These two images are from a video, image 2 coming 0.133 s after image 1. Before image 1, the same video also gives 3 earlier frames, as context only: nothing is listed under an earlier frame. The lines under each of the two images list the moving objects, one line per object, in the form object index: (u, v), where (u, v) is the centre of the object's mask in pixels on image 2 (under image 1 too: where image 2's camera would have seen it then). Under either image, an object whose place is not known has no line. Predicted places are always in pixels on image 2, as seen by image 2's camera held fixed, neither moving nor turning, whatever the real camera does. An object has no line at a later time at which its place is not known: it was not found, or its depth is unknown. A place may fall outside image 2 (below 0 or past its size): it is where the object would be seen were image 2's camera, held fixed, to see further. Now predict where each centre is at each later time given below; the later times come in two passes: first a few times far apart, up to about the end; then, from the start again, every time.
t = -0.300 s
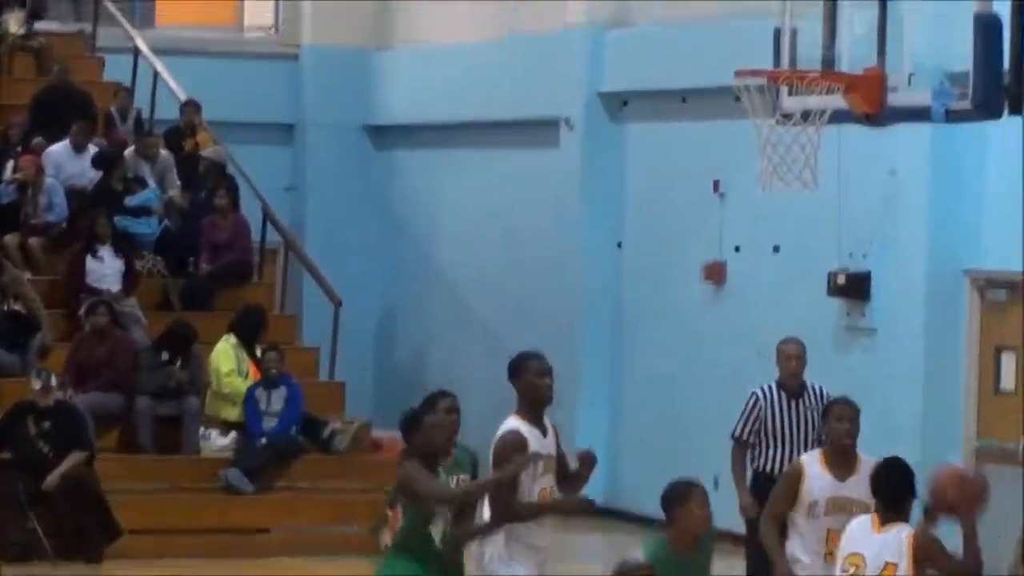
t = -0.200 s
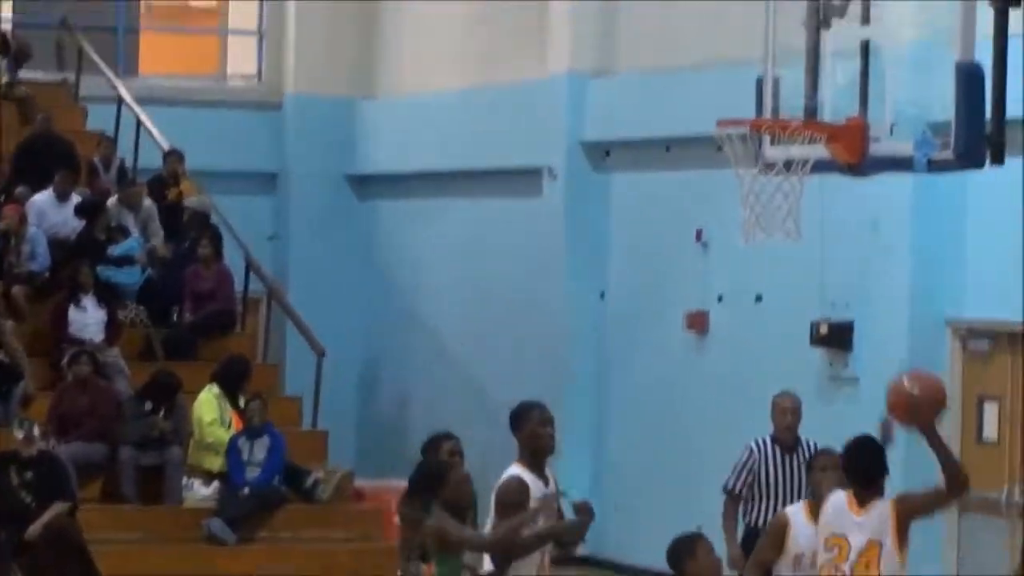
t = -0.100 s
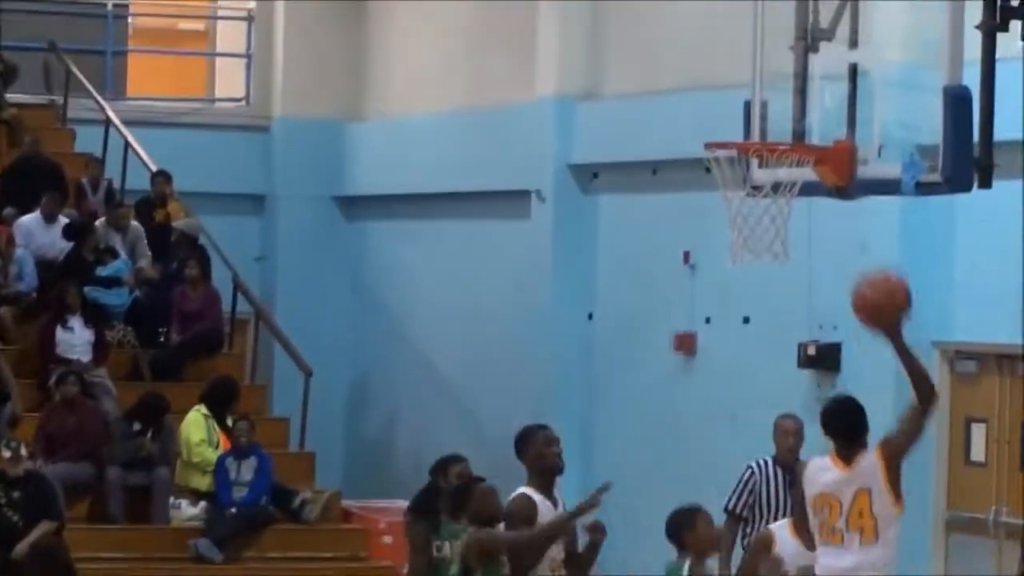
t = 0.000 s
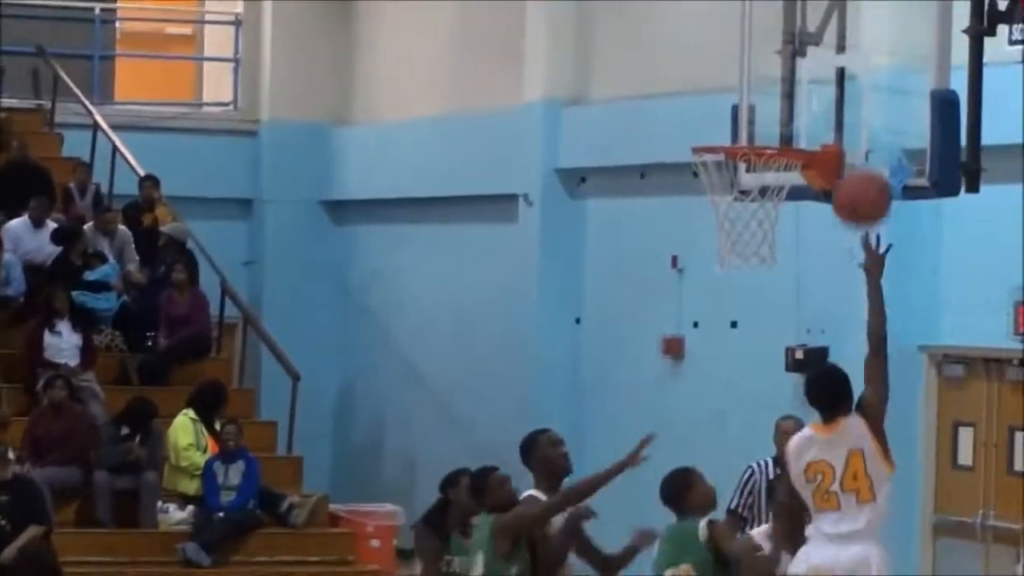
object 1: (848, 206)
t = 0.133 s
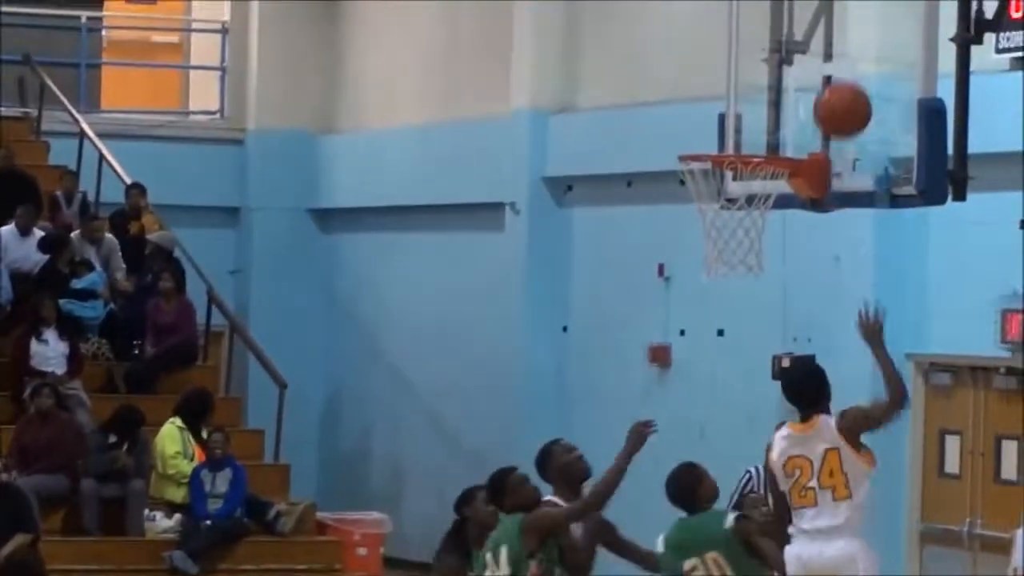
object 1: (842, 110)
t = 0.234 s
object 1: (833, 69)
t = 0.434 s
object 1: (771, 92)
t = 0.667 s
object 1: (703, 225)
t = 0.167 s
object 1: (840, 92)
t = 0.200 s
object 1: (838, 78)
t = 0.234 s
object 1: (833, 69)
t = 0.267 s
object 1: (823, 67)
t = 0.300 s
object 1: (813, 67)
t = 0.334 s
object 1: (803, 70)
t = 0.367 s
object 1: (792, 73)
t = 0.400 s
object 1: (781, 81)
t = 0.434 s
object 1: (771, 92)
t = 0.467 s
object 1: (760, 105)
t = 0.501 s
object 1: (749, 119)
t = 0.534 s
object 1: (740, 133)
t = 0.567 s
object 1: (730, 155)
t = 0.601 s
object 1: (718, 182)
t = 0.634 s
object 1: (709, 205)
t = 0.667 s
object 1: (703, 225)
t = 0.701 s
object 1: (698, 237)
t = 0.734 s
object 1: (695, 255)
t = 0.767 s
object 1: (691, 272)
